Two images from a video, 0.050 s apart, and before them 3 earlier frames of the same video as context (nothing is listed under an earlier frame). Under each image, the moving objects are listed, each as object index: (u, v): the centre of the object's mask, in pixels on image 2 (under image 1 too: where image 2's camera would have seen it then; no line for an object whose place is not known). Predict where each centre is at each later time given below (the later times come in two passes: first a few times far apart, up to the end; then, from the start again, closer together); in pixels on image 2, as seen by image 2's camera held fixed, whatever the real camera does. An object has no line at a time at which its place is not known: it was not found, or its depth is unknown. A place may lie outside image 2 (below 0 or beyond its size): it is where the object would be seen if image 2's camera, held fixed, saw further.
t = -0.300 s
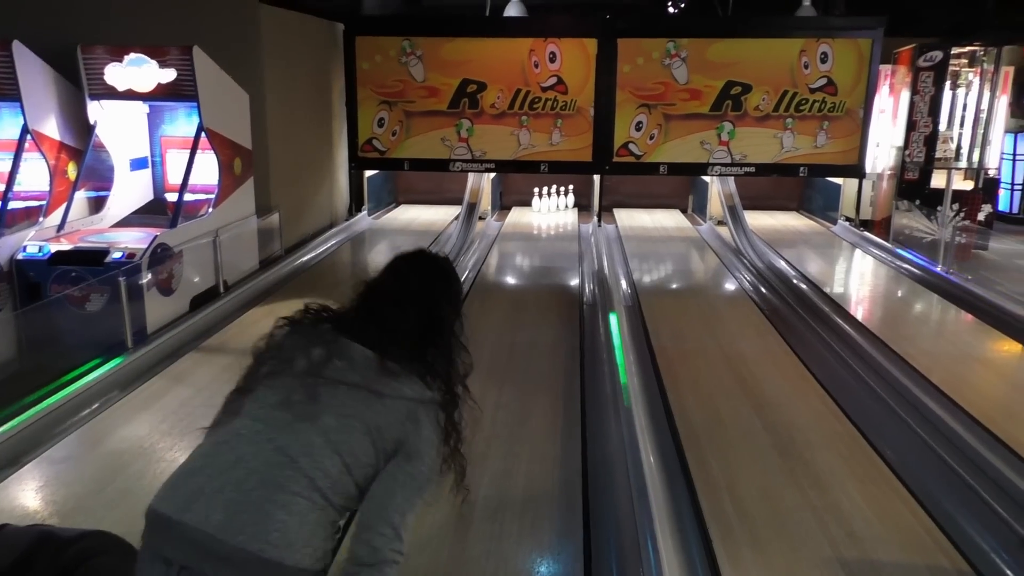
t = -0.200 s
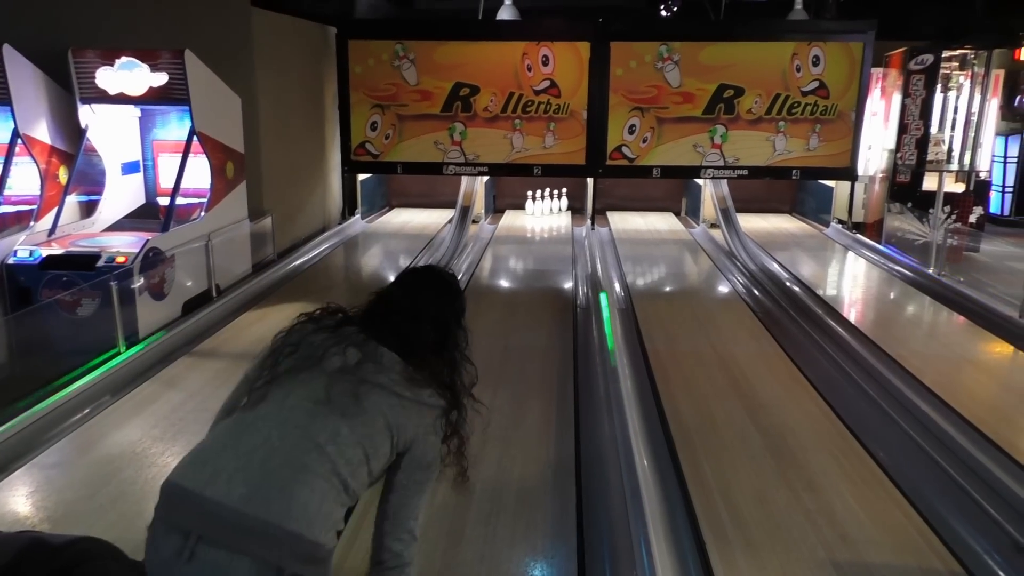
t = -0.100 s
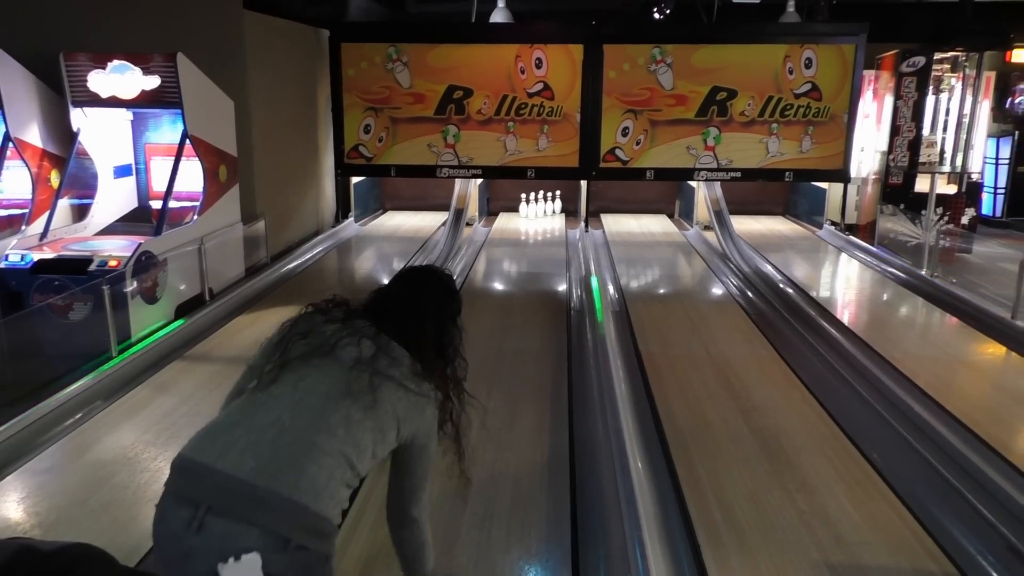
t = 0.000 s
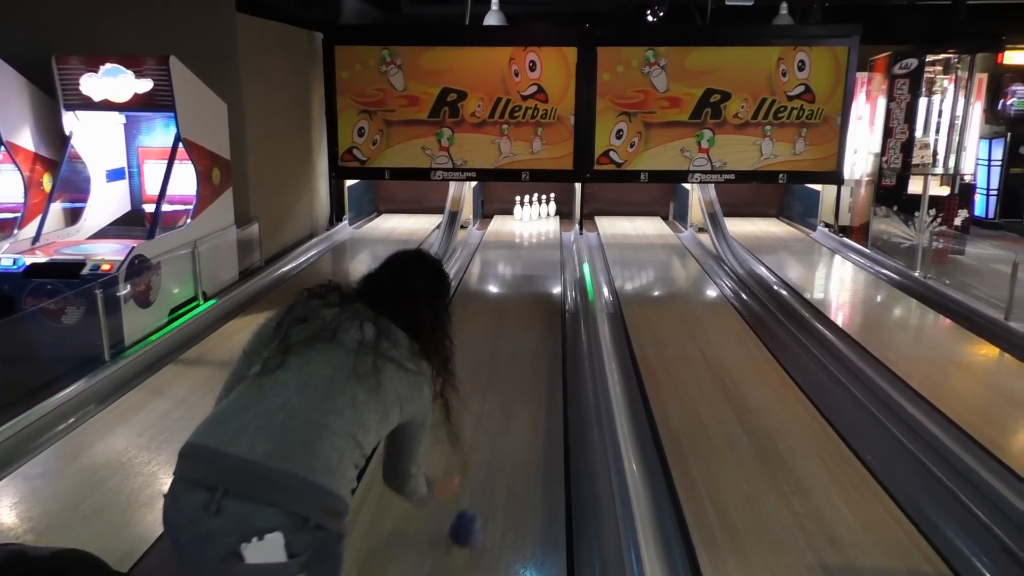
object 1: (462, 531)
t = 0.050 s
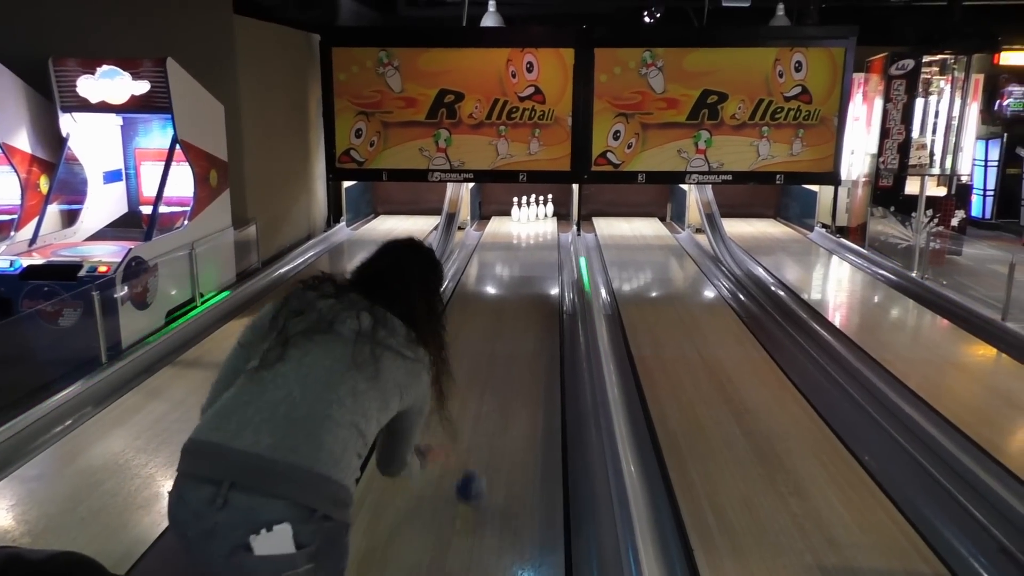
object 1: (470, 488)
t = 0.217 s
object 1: (487, 400)
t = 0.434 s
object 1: (498, 332)
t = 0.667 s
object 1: (504, 290)
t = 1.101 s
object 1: (511, 244)
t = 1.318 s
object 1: (514, 229)
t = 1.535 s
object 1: (515, 220)
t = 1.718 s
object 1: (512, 214)
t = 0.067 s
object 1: (472, 476)
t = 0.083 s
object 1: (475, 465)
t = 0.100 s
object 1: (477, 456)
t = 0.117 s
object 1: (479, 448)
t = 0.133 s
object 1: (481, 439)
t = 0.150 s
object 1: (482, 431)
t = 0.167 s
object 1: (483, 422)
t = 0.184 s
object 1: (484, 413)
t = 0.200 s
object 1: (485, 407)
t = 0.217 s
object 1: (487, 400)
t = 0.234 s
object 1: (488, 393)
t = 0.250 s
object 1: (489, 386)
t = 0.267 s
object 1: (491, 380)
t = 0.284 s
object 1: (492, 374)
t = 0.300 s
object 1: (492, 369)
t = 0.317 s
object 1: (493, 364)
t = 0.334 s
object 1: (493, 358)
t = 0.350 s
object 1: (494, 353)
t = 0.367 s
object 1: (495, 349)
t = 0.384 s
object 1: (496, 344)
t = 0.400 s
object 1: (497, 339)
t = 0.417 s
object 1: (499, 336)
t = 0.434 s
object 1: (498, 332)
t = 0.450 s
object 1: (498, 328)
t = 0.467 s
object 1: (499, 324)
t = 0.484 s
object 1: (499, 321)
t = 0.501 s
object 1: (500, 318)
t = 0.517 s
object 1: (500, 315)
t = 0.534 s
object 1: (501, 312)
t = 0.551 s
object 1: (501, 308)
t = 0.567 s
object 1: (501, 305)
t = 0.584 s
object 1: (502, 302)
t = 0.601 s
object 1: (502, 299)
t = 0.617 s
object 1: (502, 297)
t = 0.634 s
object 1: (503, 294)
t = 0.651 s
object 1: (503, 292)
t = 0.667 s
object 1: (504, 290)
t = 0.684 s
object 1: (504, 287)
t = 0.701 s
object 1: (504, 285)
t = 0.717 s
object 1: (505, 283)
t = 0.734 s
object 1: (505, 280)
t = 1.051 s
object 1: (510, 248)
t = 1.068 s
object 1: (510, 247)
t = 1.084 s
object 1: (511, 246)
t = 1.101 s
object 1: (511, 244)
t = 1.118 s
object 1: (511, 243)
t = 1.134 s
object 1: (511, 242)
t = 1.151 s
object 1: (511, 240)
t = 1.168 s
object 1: (512, 239)
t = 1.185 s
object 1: (512, 238)
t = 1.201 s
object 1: (512, 237)
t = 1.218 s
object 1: (512, 236)
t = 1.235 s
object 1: (512, 235)
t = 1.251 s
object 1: (513, 234)
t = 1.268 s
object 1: (513, 232)
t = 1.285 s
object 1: (513, 231)
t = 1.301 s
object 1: (513, 230)
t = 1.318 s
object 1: (514, 229)
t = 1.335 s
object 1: (514, 228)
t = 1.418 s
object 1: (515, 224)
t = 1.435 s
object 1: (515, 223)
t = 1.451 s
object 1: (515, 222)
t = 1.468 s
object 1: (516, 221)
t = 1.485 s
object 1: (515, 220)
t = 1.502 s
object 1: (515, 220)
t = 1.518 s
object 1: (515, 220)
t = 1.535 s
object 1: (515, 220)
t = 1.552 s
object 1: (514, 219)
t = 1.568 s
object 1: (514, 219)
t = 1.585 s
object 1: (514, 218)
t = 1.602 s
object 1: (514, 218)
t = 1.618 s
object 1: (514, 217)
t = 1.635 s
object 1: (513, 217)
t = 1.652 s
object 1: (513, 217)
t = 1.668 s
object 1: (513, 216)
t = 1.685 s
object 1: (513, 216)
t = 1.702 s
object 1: (513, 215)
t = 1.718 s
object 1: (512, 214)
